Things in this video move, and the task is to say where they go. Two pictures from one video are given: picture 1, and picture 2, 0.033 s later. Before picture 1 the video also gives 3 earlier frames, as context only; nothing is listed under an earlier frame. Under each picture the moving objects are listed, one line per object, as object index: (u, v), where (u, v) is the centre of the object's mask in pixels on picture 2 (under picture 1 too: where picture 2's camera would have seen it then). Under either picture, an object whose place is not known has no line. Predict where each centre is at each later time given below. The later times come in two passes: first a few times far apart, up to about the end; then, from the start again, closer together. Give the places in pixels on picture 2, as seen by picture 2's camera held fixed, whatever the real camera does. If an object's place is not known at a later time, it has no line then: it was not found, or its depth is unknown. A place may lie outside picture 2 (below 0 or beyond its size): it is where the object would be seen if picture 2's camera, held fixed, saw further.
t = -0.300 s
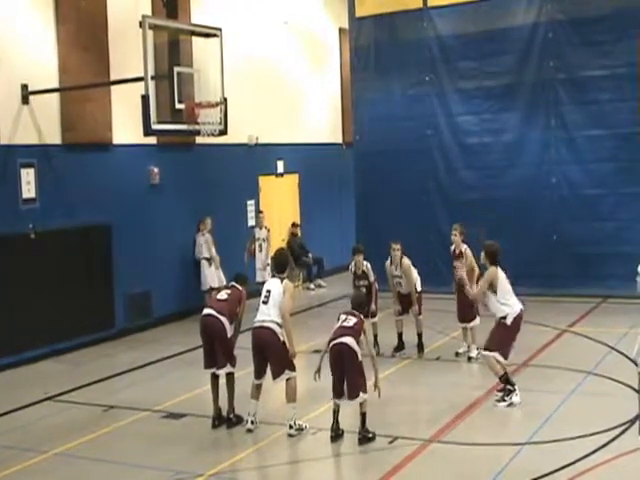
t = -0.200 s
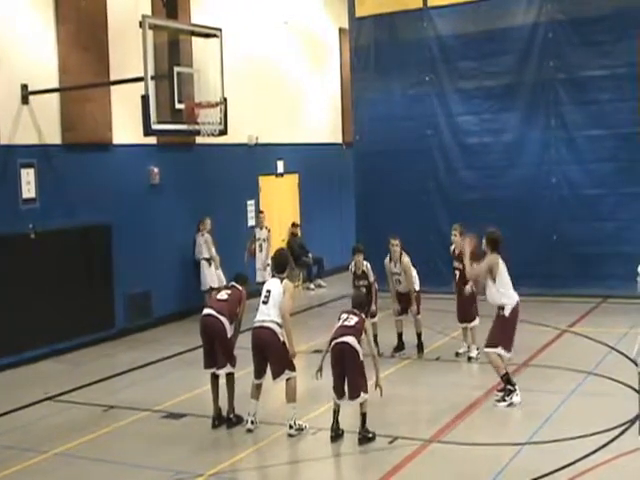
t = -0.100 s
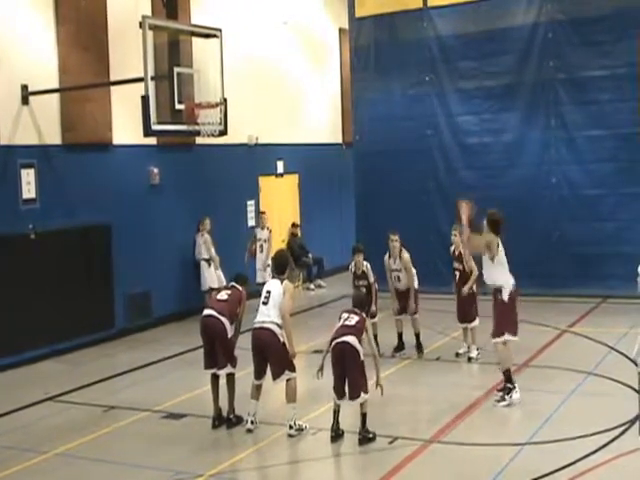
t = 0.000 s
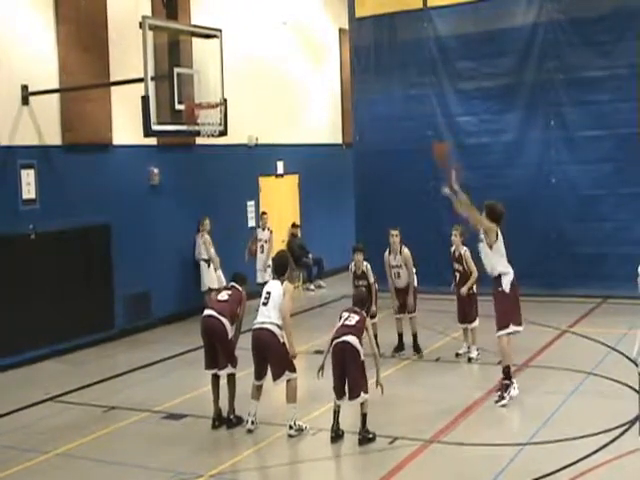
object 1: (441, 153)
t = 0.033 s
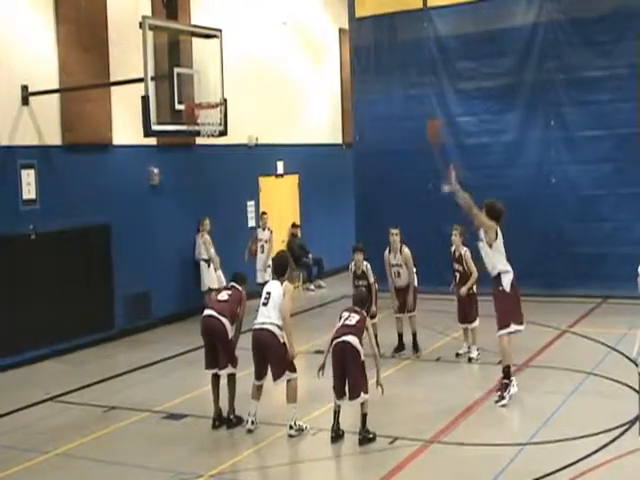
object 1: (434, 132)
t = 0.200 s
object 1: (383, 62)
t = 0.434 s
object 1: (326, 15)
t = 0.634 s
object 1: (282, 14)
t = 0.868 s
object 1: (235, 58)
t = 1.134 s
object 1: (218, 80)
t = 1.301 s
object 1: (241, 79)
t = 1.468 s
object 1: (265, 101)
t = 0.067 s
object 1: (426, 128)
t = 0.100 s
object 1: (411, 98)
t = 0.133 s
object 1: (407, 83)
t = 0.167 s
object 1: (391, 70)
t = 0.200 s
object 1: (383, 62)
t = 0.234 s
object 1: (376, 47)
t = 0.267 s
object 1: (367, 37)
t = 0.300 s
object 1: (361, 32)
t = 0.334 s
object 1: (350, 28)
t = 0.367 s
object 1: (342, 23)
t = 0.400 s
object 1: (334, 19)
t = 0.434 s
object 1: (326, 15)
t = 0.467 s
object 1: (319, 12)
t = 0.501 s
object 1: (311, 10)
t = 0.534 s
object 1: (303, 9)
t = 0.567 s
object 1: (296, 10)
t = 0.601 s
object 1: (288, 12)
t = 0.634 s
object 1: (282, 14)
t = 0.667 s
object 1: (275, 17)
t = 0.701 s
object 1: (267, 21)
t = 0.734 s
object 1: (260, 27)
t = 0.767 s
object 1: (254, 34)
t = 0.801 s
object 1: (247, 40)
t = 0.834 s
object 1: (241, 49)
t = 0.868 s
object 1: (235, 58)
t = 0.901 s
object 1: (230, 67)
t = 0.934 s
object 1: (222, 79)
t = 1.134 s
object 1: (218, 80)
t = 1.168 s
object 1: (222, 78)
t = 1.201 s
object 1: (227, 76)
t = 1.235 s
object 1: (232, 76)
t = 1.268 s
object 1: (236, 77)
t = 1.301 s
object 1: (241, 79)
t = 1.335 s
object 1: (246, 81)
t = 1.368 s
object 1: (251, 85)
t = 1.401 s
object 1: (255, 89)
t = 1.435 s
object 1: (260, 94)
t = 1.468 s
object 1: (265, 101)
